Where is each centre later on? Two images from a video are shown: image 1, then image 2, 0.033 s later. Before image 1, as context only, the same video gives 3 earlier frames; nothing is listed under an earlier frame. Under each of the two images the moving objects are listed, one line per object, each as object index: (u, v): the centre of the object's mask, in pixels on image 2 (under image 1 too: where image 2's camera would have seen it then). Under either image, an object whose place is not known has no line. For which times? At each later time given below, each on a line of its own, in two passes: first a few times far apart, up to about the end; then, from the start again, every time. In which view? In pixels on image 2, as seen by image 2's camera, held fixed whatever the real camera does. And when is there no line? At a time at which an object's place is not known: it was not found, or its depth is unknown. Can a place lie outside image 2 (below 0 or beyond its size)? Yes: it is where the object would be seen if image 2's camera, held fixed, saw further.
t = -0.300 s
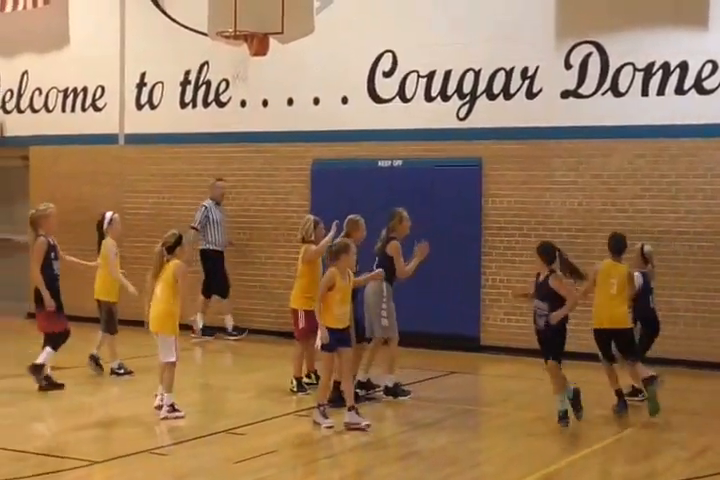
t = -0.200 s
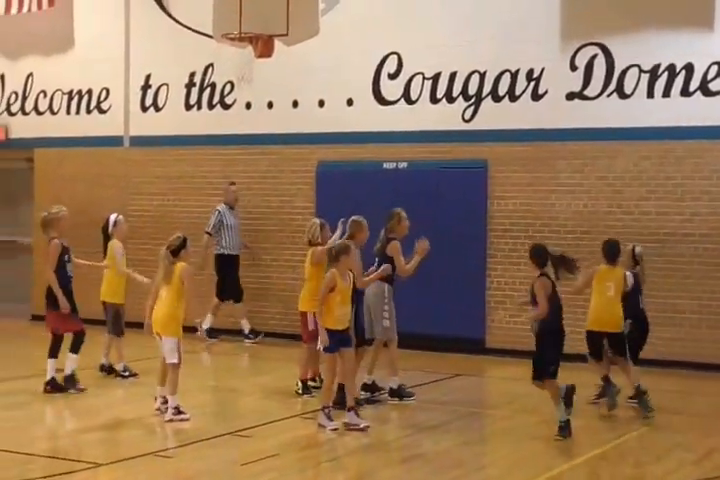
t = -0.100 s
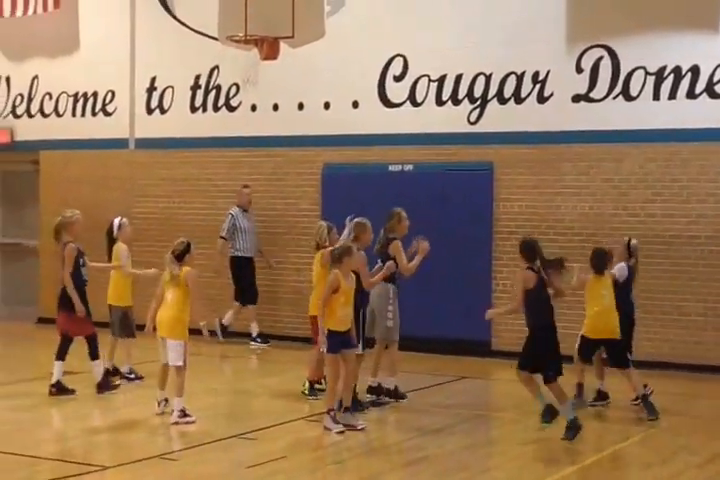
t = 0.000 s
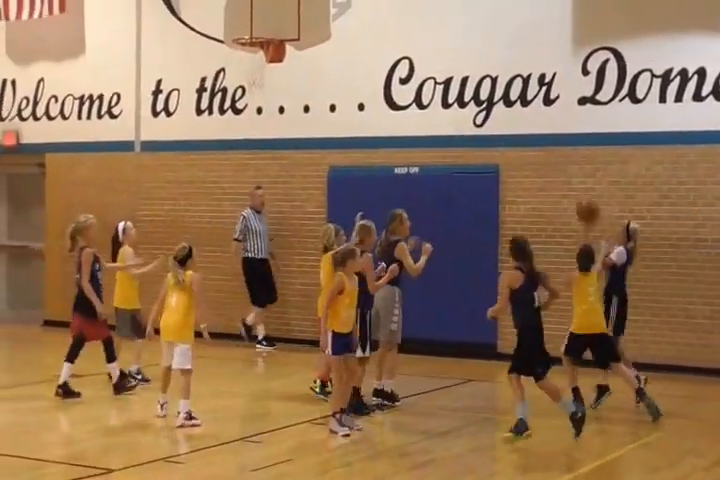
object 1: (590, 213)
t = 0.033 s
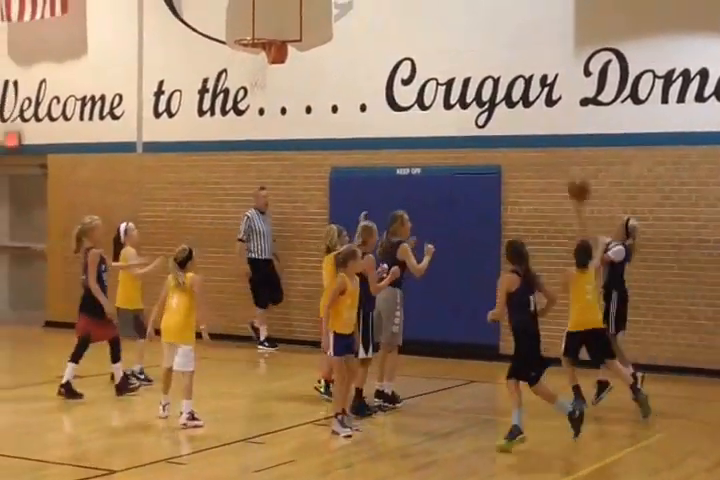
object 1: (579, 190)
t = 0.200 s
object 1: (516, 85)
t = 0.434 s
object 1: (431, 4)
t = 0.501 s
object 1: (408, -6)
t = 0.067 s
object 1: (566, 167)
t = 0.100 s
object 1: (552, 143)
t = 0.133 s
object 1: (540, 122)
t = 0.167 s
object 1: (527, 104)
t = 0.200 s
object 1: (516, 85)
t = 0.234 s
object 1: (503, 69)
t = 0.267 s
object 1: (490, 56)
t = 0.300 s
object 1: (478, 43)
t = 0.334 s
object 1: (466, 31)
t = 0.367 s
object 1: (454, 21)
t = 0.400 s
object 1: (443, 12)
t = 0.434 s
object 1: (431, 4)
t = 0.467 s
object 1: (420, -2)
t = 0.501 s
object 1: (408, -6)
